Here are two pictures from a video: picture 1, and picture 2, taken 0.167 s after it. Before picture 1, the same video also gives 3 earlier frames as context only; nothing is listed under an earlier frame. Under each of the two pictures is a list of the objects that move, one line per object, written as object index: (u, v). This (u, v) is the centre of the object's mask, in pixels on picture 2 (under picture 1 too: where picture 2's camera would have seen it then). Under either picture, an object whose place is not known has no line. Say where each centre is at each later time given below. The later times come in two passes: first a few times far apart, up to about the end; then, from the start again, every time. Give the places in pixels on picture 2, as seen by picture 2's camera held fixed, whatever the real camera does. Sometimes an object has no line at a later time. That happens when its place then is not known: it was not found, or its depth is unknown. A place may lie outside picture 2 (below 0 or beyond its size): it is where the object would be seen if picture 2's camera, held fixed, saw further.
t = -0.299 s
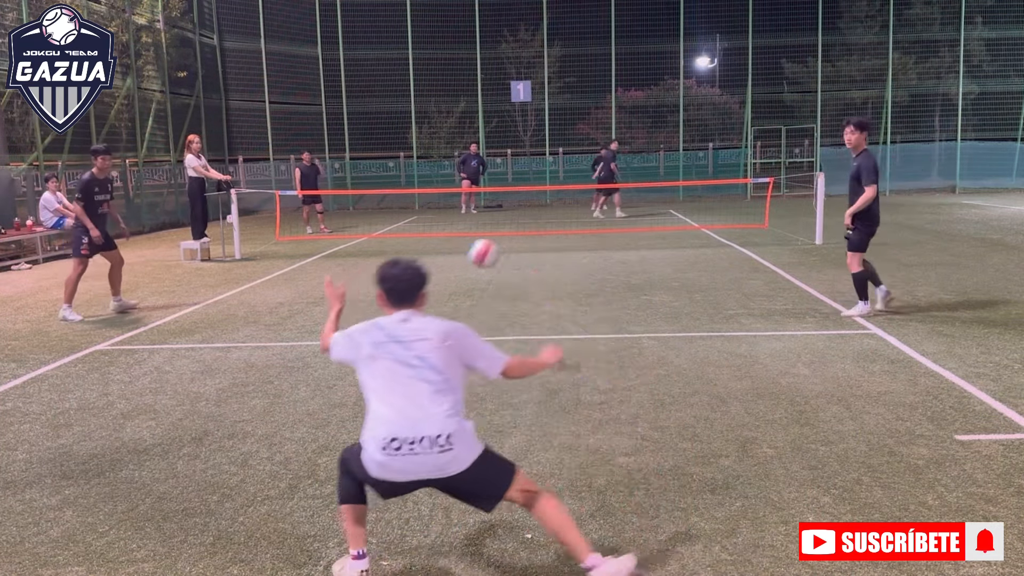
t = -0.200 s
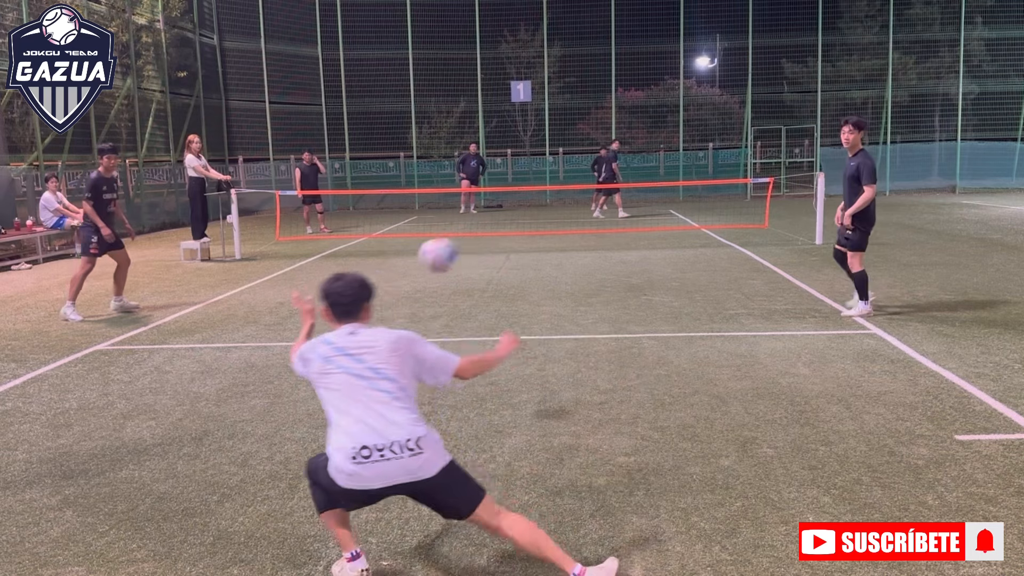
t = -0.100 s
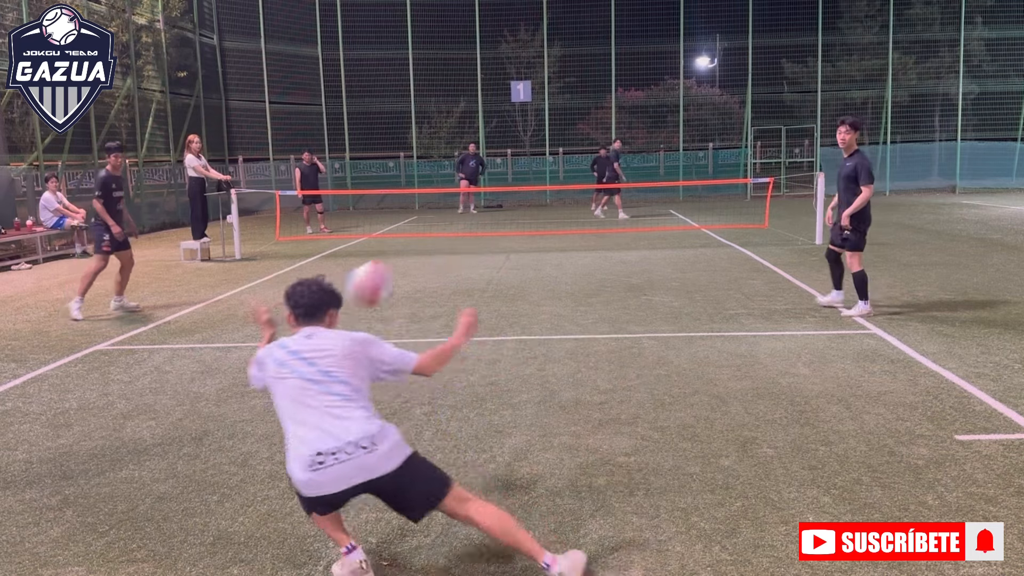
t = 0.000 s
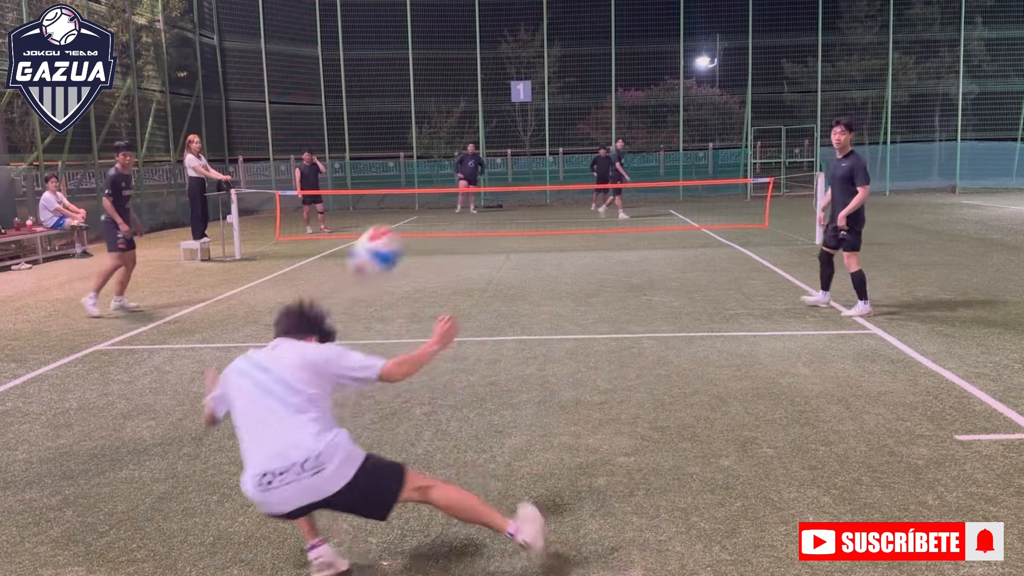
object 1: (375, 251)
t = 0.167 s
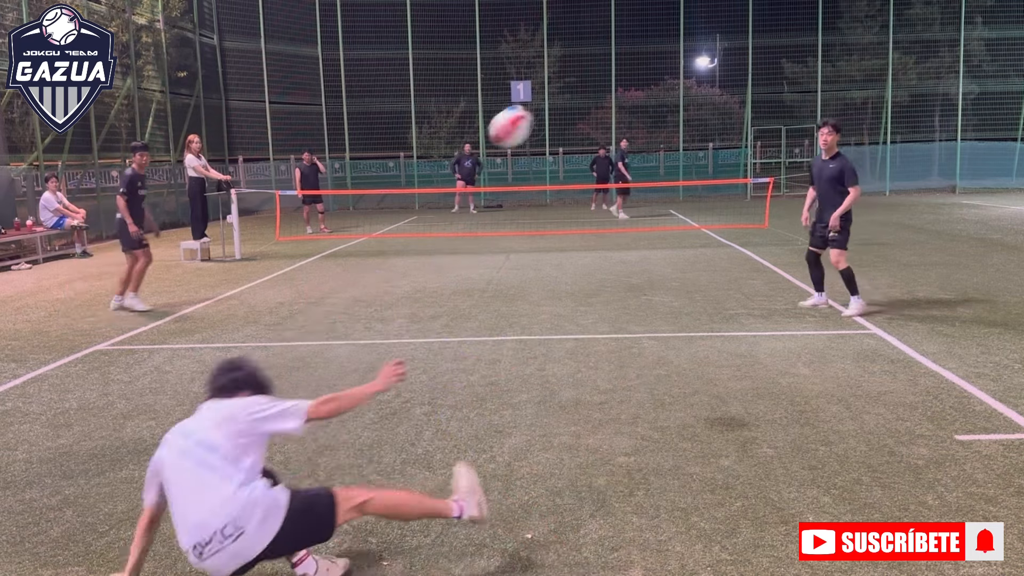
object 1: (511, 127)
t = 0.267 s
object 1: (570, 92)
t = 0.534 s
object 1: (676, 86)
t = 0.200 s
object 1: (532, 113)
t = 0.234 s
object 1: (552, 101)
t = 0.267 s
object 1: (570, 92)
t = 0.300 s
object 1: (586, 86)
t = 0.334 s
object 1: (602, 81)
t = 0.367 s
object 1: (617, 78)
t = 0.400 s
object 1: (631, 77)
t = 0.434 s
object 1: (643, 78)
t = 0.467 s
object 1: (655, 79)
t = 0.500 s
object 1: (666, 82)
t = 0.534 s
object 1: (676, 86)
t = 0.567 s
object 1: (687, 92)
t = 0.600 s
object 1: (696, 98)
